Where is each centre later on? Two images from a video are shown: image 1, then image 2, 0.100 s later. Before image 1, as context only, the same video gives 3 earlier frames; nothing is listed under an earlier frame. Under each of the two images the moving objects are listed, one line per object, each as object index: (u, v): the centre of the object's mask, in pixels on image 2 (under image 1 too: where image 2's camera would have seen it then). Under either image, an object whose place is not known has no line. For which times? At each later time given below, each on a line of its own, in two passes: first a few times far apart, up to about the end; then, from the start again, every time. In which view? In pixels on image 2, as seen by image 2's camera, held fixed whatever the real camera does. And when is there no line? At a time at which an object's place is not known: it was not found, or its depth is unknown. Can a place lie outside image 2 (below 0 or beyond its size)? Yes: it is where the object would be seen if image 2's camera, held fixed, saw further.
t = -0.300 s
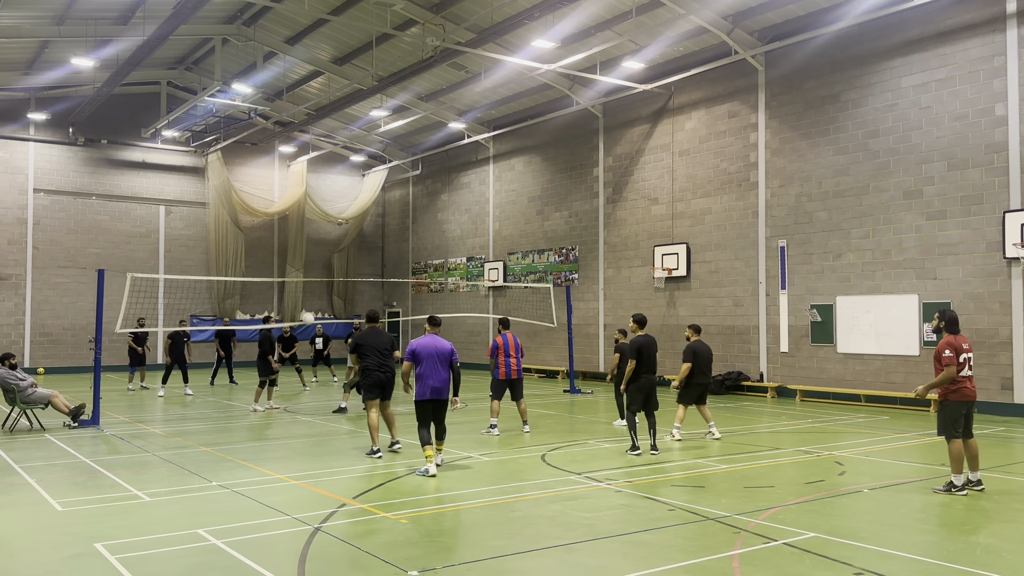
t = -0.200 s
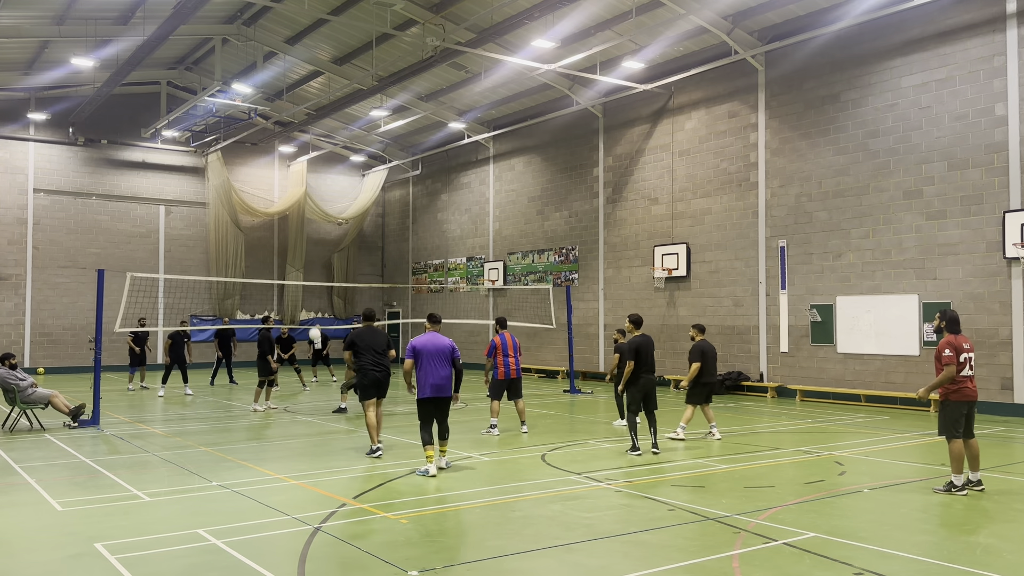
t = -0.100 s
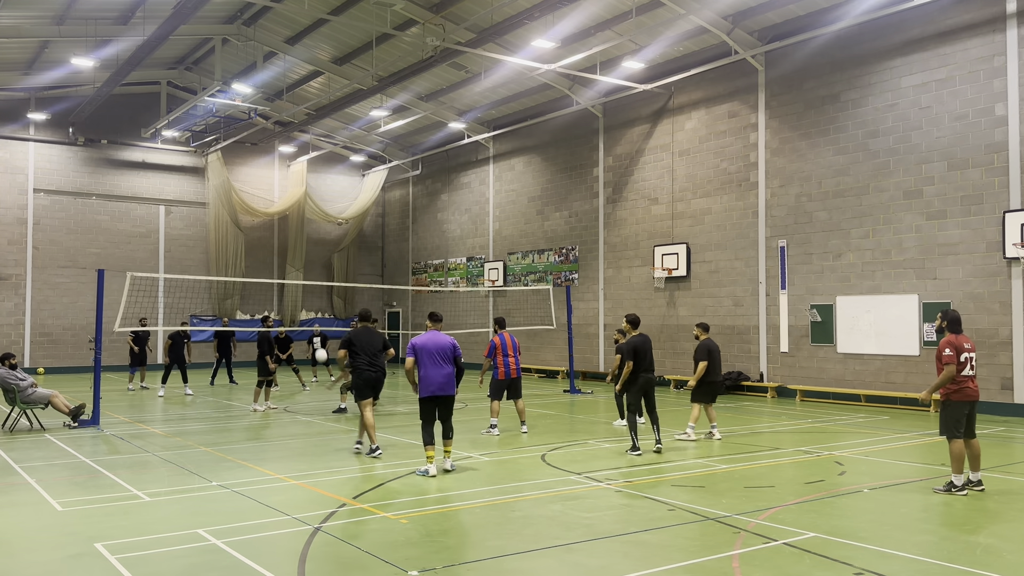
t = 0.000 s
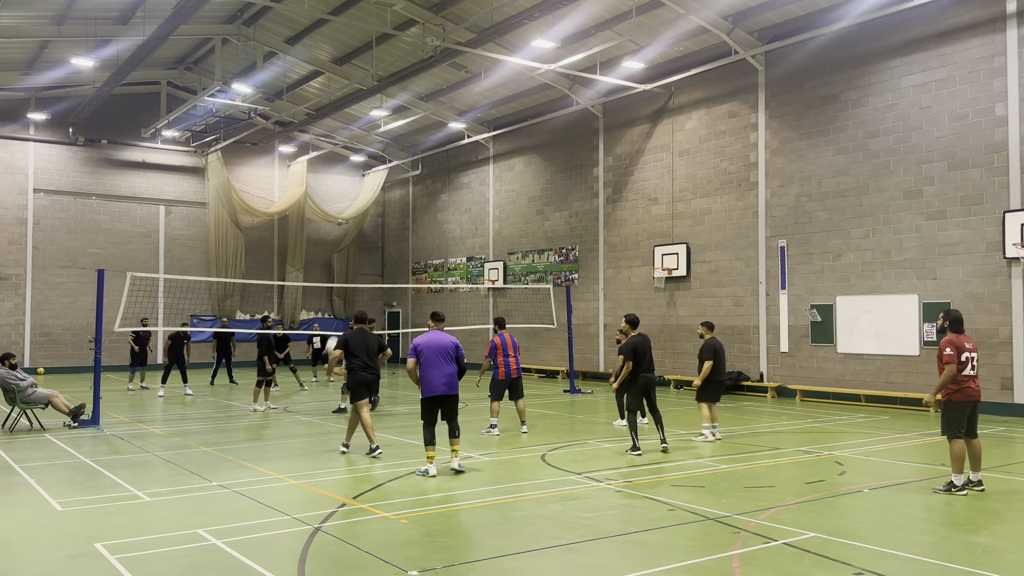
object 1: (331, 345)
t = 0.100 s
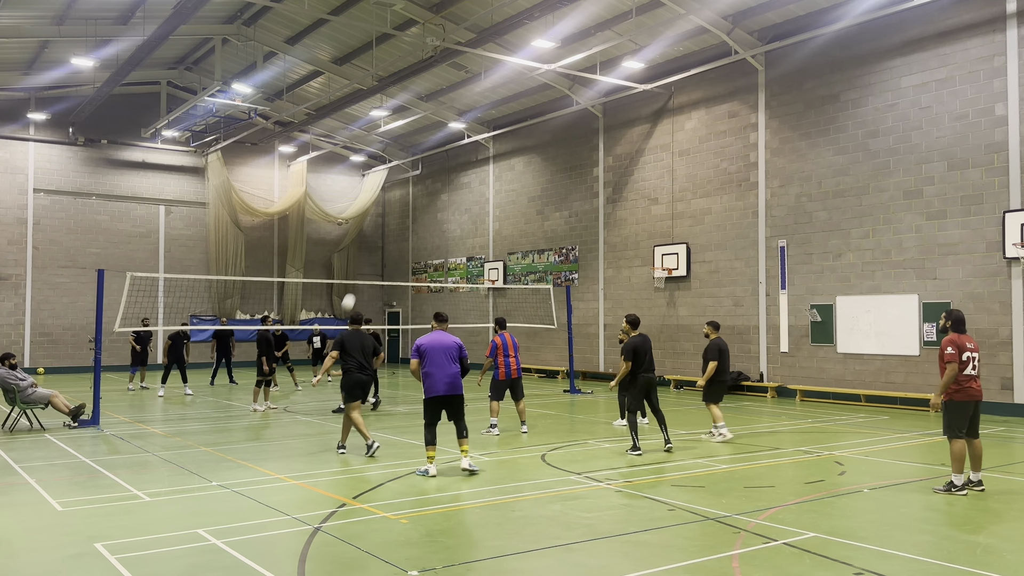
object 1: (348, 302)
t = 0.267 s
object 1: (377, 240)
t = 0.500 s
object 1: (421, 175)
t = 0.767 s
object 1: (480, 135)
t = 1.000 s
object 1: (540, 138)
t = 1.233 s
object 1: (608, 185)
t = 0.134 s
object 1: (354, 290)
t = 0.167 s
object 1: (359, 275)
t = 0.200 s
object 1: (365, 264)
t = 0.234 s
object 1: (371, 252)
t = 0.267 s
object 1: (377, 240)
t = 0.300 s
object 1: (383, 230)
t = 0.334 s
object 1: (389, 219)
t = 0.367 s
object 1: (395, 209)
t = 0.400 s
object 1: (402, 200)
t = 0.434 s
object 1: (408, 191)
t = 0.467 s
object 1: (415, 183)
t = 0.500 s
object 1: (421, 175)
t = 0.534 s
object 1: (429, 168)
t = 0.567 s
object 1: (435, 161)
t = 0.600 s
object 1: (443, 155)
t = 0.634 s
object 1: (450, 150)
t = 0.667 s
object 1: (457, 145)
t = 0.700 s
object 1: (465, 141)
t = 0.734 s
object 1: (472, 138)
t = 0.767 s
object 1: (480, 135)
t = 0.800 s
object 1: (489, 133)
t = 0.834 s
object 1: (497, 132)
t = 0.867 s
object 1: (505, 132)
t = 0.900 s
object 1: (513, 132)
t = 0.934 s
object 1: (522, 133)
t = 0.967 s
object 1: (531, 135)
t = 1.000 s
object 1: (540, 138)
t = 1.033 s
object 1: (549, 142)
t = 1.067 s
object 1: (558, 147)
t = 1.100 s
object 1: (568, 152)
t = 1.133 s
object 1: (578, 159)
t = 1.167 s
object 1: (588, 167)
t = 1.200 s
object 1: (598, 175)
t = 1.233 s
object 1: (608, 185)
